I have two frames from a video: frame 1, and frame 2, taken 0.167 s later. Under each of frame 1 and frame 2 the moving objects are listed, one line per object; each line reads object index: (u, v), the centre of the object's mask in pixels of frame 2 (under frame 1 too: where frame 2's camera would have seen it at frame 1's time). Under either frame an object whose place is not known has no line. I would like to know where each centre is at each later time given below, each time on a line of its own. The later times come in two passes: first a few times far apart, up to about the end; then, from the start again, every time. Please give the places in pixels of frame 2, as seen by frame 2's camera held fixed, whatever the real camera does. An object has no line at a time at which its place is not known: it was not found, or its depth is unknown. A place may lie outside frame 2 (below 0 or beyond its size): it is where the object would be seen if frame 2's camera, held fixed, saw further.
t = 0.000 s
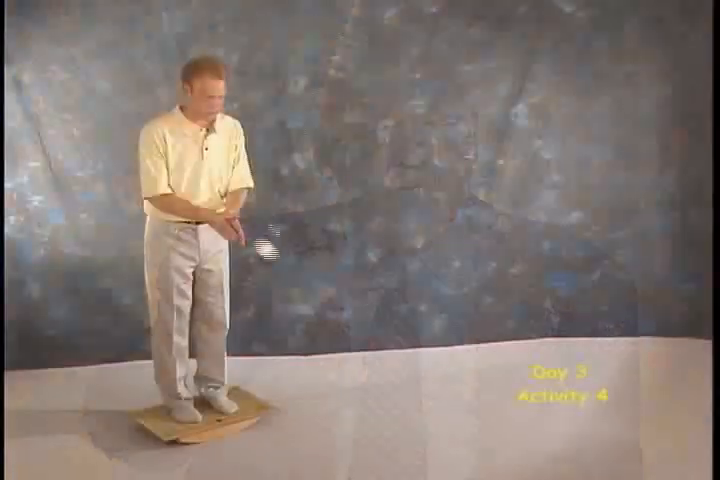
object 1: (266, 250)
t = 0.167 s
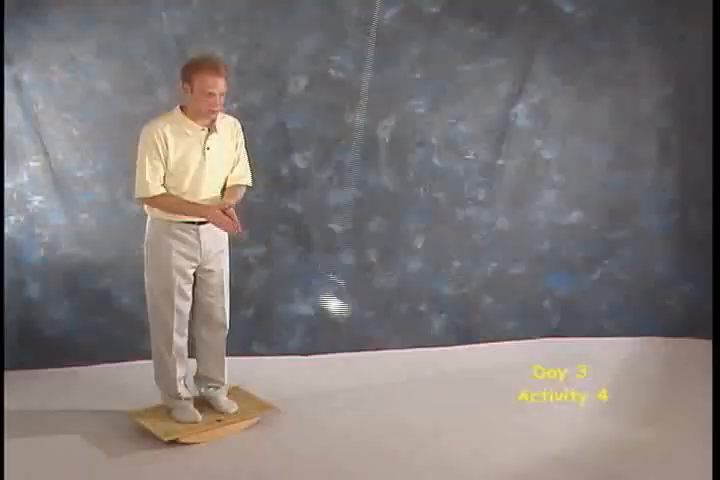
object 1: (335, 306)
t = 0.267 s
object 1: (386, 330)
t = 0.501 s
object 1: (525, 338)
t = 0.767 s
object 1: (633, 292)
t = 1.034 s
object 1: (636, 289)
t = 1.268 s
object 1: (551, 331)
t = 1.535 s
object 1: (397, 334)
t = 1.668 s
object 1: (329, 302)
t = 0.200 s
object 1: (351, 315)
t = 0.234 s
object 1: (368, 324)
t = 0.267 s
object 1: (386, 330)
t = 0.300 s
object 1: (406, 337)
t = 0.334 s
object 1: (424, 340)
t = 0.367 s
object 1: (445, 343)
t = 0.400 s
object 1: (464, 344)
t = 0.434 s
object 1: (485, 345)
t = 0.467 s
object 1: (504, 342)
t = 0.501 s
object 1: (525, 338)
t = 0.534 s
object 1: (543, 334)
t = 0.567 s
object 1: (561, 329)
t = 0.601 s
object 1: (576, 323)
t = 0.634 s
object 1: (591, 316)
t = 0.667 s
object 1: (604, 311)
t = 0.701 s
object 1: (615, 304)
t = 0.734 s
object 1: (625, 298)
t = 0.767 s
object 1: (633, 292)
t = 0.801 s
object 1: (639, 287)
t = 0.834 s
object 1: (644, 284)
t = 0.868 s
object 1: (647, 282)
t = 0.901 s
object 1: (649, 280)
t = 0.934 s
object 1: (648, 281)
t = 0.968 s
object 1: (646, 283)
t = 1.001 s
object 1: (642, 285)
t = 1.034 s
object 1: (636, 289)
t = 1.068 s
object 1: (629, 295)
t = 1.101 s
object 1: (619, 301)
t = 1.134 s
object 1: (608, 307)
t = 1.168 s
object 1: (596, 314)
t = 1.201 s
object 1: (582, 320)
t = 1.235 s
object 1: (567, 327)
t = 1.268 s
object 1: (551, 331)
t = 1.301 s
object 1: (533, 337)
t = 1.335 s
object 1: (515, 340)
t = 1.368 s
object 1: (495, 343)
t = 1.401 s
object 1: (476, 345)
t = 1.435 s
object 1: (455, 344)
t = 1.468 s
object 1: (435, 341)
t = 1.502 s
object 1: (416, 338)
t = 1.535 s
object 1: (397, 334)
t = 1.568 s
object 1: (379, 327)
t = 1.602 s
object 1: (361, 320)
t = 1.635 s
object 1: (344, 312)
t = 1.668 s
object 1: (329, 302)
